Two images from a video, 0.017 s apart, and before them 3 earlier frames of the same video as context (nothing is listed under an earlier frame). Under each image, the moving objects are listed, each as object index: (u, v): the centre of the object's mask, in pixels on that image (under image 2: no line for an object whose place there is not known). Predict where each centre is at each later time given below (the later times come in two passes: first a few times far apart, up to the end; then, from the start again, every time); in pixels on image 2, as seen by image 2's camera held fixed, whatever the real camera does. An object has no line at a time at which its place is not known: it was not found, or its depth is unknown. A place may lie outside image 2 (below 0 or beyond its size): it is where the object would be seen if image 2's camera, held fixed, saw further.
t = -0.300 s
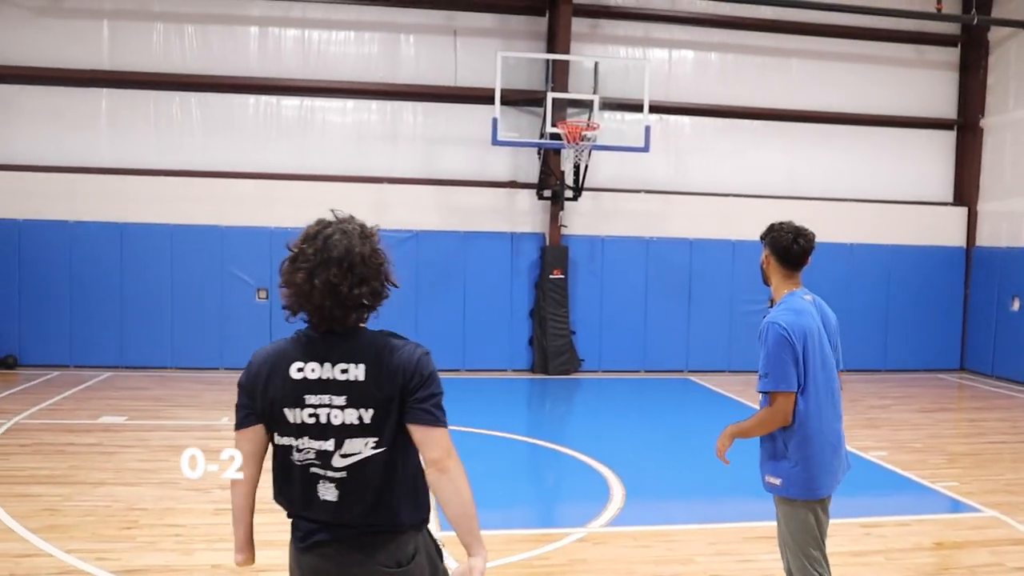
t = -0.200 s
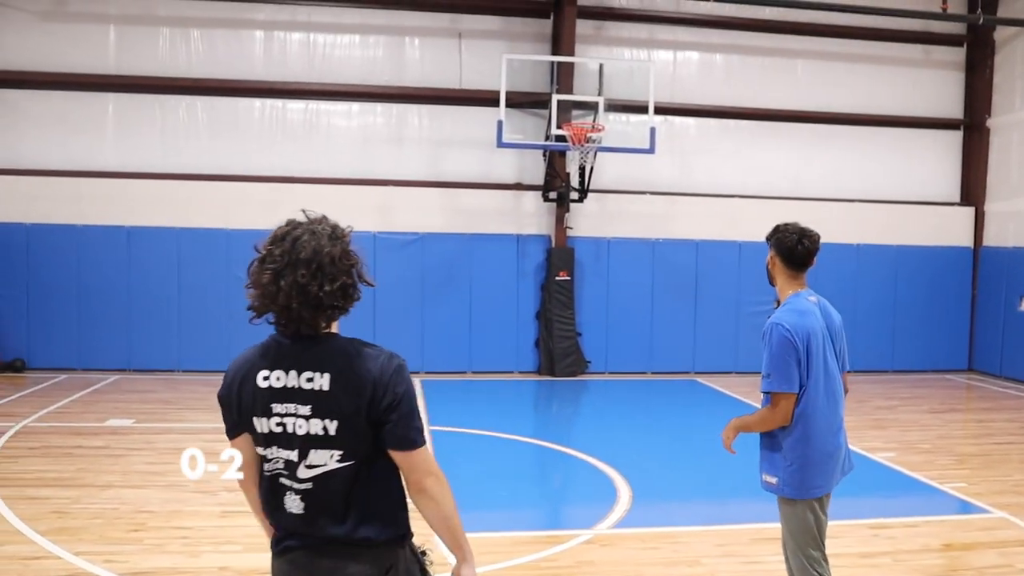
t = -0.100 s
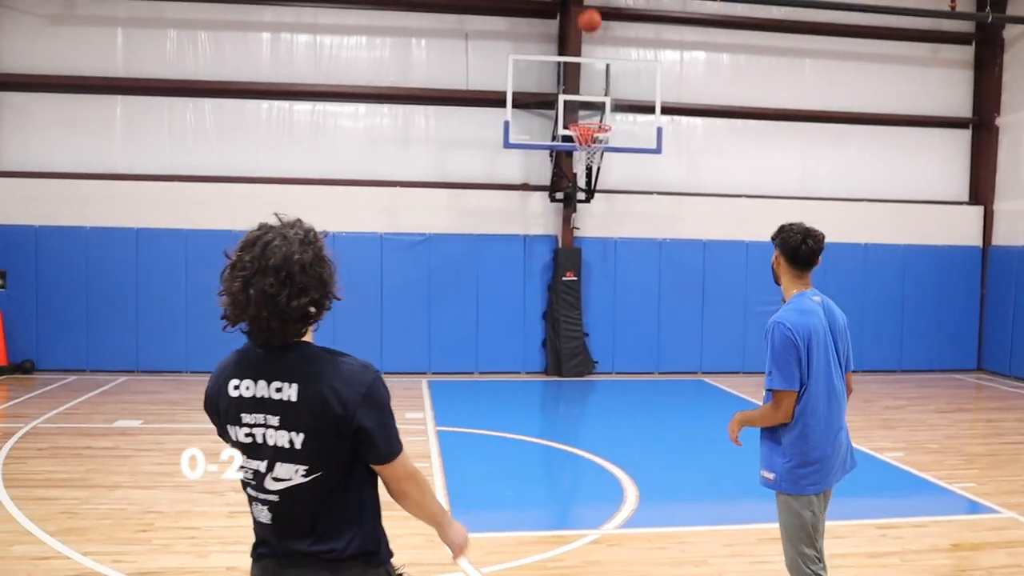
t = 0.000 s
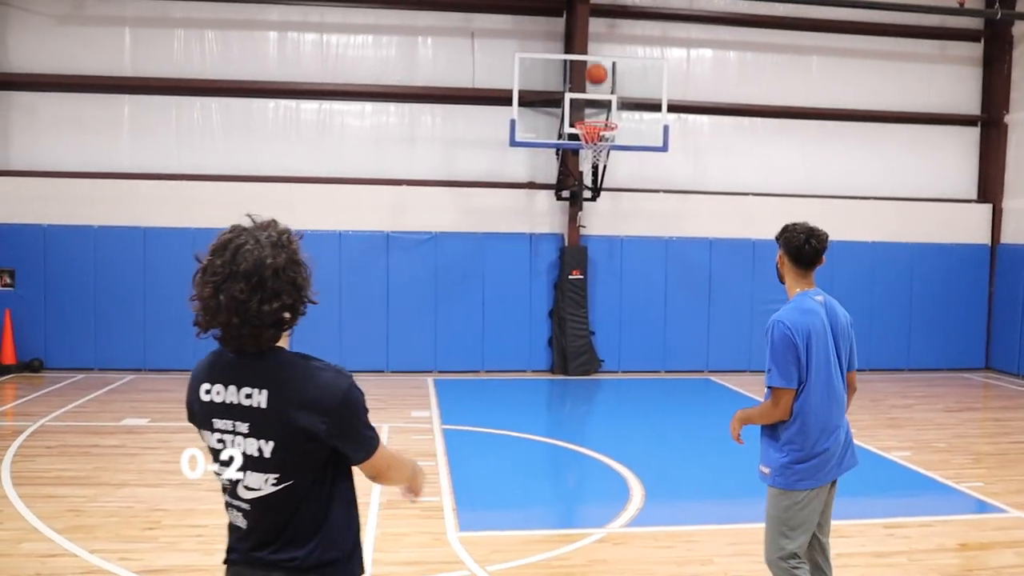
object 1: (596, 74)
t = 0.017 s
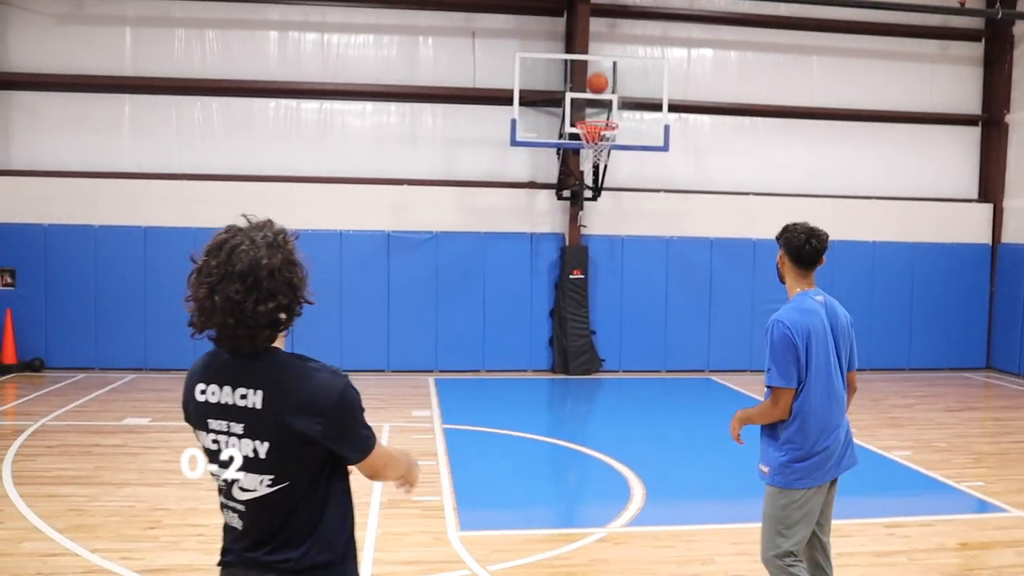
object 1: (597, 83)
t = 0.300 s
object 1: (600, 155)
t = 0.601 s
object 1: (602, 232)
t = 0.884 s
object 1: (605, 382)
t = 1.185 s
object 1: (605, 284)
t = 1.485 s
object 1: (603, 246)
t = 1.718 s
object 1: (600, 275)
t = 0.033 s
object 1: (597, 92)
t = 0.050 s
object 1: (597, 102)
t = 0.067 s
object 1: (598, 111)
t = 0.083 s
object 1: (599, 115)
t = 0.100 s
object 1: (597, 122)
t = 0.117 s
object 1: (597, 133)
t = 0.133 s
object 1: (598, 137)
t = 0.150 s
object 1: (600, 144)
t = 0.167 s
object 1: (598, 143)
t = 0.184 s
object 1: (599, 146)
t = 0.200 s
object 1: (599, 146)
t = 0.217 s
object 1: (599, 147)
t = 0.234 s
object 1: (599, 147)
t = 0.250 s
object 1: (599, 149)
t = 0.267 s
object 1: (600, 151)
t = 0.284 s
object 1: (600, 152)
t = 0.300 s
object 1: (600, 155)
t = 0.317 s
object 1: (600, 156)
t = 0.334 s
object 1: (600, 159)
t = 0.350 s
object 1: (600, 161)
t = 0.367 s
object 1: (600, 164)
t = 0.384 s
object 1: (601, 168)
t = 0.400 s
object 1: (601, 171)
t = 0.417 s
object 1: (601, 175)
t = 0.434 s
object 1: (601, 179)
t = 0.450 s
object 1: (601, 183)
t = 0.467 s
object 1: (601, 187)
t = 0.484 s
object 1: (602, 192)
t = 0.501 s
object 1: (602, 197)
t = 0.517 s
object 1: (602, 202)
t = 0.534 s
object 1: (602, 208)
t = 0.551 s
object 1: (602, 213)
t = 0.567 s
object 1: (602, 220)
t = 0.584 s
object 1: (602, 226)
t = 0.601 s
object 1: (602, 232)
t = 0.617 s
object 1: (603, 239)
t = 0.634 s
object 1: (603, 246)
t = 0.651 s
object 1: (603, 253)
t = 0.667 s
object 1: (603, 261)
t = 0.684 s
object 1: (603, 269)
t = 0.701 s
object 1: (603, 277)
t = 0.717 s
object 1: (603, 285)
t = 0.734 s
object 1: (603, 294)
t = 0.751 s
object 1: (604, 302)
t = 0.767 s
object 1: (604, 312)
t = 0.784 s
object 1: (604, 321)
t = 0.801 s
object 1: (605, 330)
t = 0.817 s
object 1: (605, 340)
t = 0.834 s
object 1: (605, 350)
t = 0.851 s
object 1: (604, 359)
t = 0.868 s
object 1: (604, 371)
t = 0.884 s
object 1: (605, 382)
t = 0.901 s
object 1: (605, 391)
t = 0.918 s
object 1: (606, 384)
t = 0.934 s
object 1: (606, 375)
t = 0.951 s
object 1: (606, 367)
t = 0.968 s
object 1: (606, 361)
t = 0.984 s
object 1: (606, 353)
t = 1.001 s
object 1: (606, 347)
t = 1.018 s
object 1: (606, 340)
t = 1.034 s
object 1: (606, 333)
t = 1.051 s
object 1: (606, 326)
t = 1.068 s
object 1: (606, 320)
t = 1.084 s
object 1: (606, 314)
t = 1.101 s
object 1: (606, 309)
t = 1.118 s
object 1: (605, 304)
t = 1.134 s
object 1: (605, 298)
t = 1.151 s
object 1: (605, 293)
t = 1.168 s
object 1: (605, 289)
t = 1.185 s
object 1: (605, 284)
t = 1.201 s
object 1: (605, 280)
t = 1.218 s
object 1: (605, 276)
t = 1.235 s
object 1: (605, 272)
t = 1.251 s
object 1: (605, 269)
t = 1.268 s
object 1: (605, 265)
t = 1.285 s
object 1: (605, 262)
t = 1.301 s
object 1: (605, 259)
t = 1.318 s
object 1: (605, 257)
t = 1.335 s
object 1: (605, 255)
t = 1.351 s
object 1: (604, 253)
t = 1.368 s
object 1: (604, 251)
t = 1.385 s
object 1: (604, 250)
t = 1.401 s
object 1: (604, 248)
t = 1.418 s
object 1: (604, 247)
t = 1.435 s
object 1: (604, 246)
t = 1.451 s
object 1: (603, 246)
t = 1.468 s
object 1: (603, 246)
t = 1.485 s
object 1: (603, 246)
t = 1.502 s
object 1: (603, 246)
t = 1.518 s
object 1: (603, 247)
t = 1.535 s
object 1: (602, 247)
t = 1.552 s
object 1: (602, 248)
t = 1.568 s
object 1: (602, 250)
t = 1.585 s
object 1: (602, 251)
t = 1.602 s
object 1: (602, 253)
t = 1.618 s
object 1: (601, 255)
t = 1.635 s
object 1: (601, 258)
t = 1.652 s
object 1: (601, 261)
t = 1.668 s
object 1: (601, 264)
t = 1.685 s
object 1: (601, 267)
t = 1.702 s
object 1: (600, 270)
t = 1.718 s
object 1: (600, 275)
